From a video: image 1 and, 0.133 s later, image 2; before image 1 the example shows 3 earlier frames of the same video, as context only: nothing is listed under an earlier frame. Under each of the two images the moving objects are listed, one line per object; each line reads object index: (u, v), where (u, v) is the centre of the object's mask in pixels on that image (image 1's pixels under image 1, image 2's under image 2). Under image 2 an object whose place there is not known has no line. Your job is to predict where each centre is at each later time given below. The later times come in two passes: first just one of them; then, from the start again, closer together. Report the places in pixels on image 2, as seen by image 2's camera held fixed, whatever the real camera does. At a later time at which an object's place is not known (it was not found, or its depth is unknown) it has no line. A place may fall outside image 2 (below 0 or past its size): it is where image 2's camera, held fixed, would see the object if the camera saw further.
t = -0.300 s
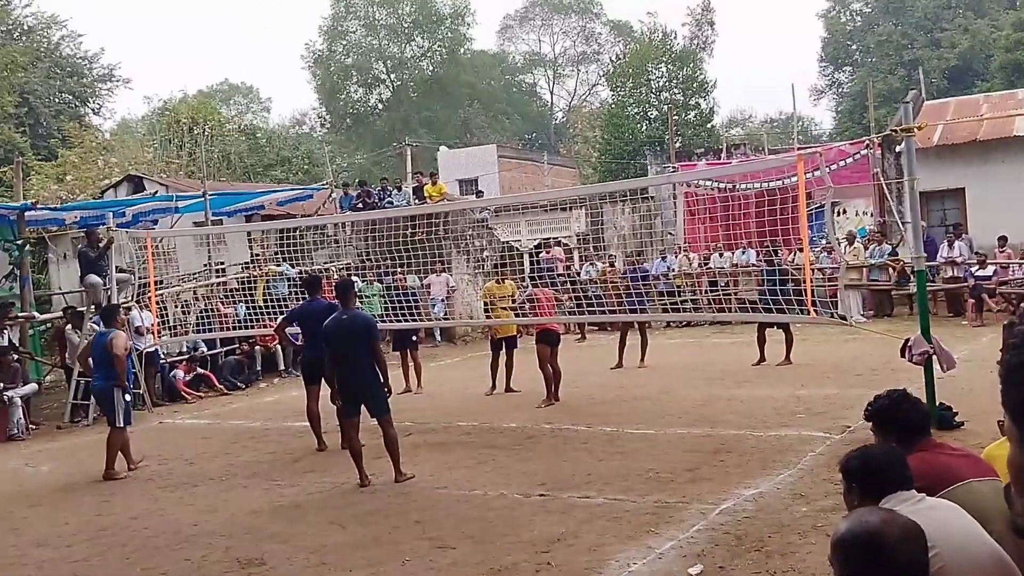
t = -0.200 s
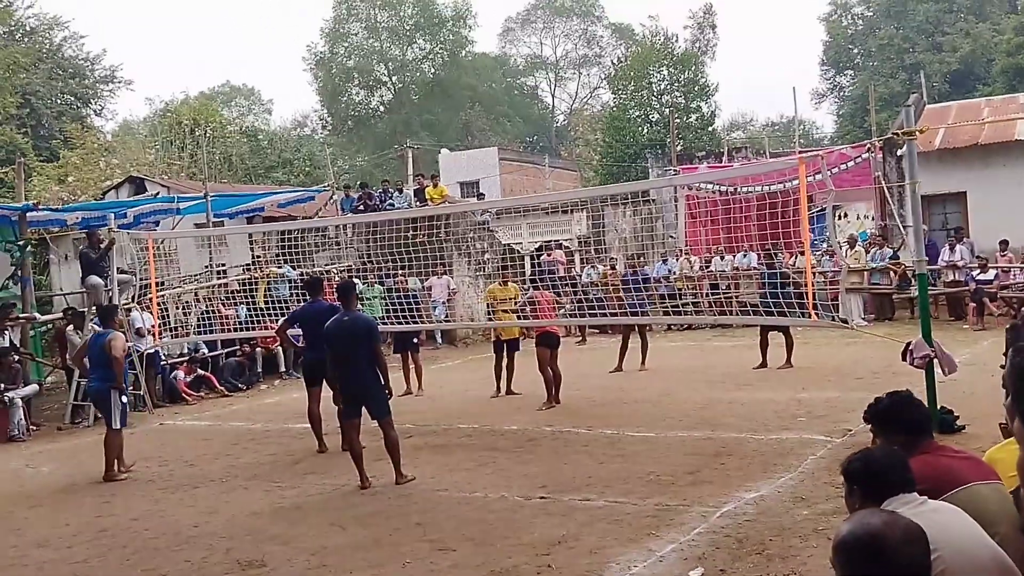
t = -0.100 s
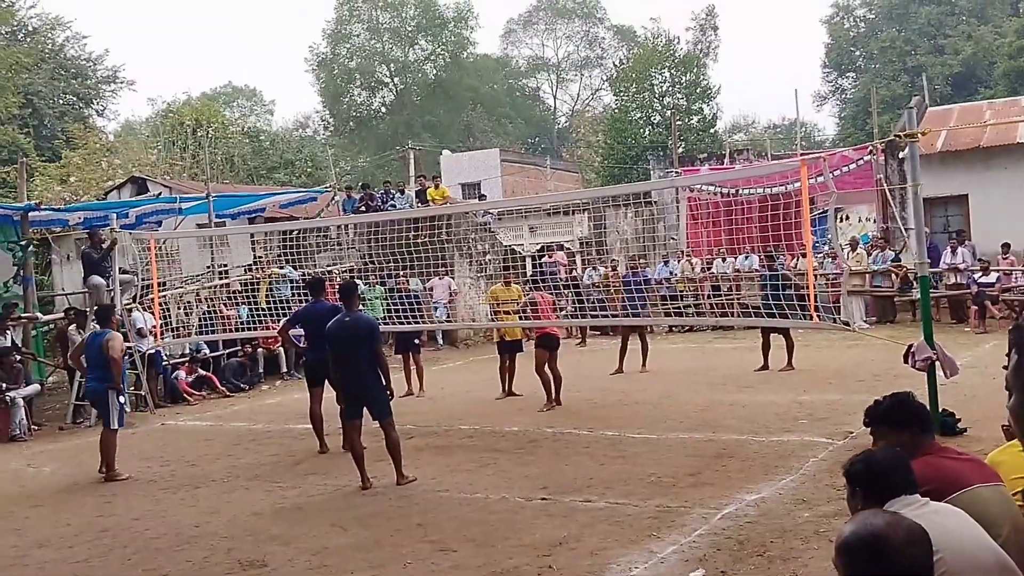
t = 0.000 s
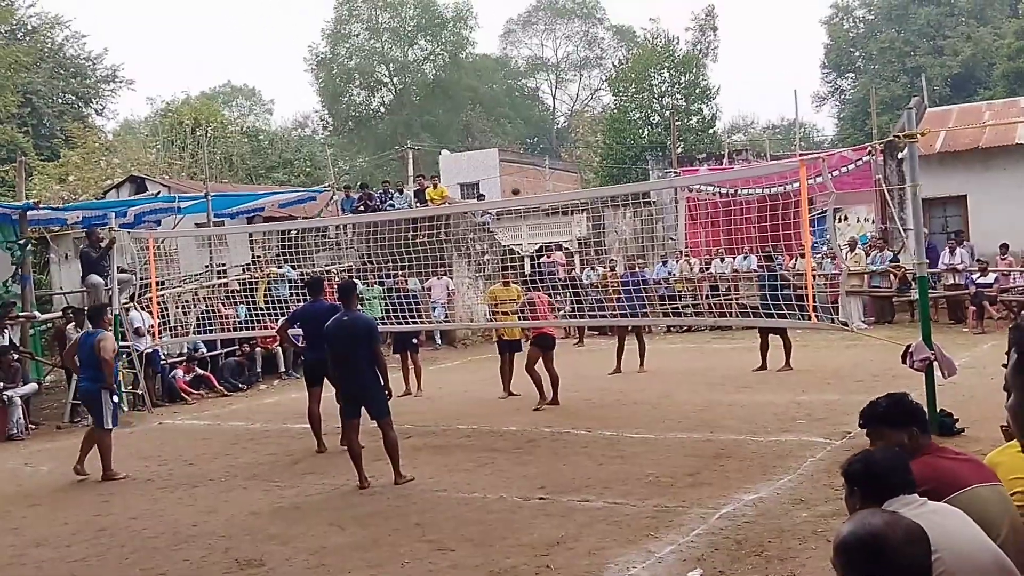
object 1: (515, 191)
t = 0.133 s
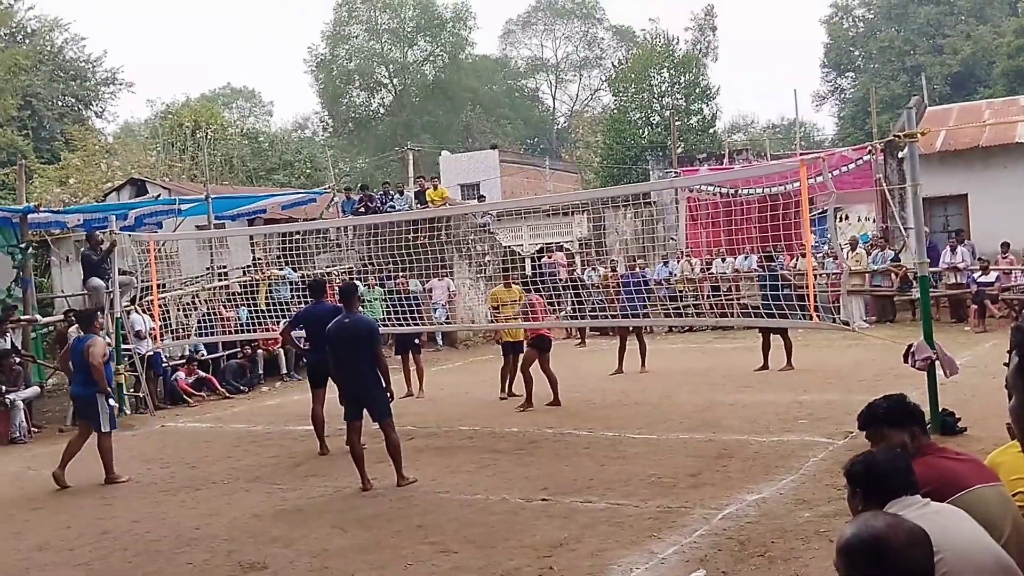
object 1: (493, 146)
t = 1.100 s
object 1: (247, 109)
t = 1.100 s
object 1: (247, 109)
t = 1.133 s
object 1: (234, 124)
